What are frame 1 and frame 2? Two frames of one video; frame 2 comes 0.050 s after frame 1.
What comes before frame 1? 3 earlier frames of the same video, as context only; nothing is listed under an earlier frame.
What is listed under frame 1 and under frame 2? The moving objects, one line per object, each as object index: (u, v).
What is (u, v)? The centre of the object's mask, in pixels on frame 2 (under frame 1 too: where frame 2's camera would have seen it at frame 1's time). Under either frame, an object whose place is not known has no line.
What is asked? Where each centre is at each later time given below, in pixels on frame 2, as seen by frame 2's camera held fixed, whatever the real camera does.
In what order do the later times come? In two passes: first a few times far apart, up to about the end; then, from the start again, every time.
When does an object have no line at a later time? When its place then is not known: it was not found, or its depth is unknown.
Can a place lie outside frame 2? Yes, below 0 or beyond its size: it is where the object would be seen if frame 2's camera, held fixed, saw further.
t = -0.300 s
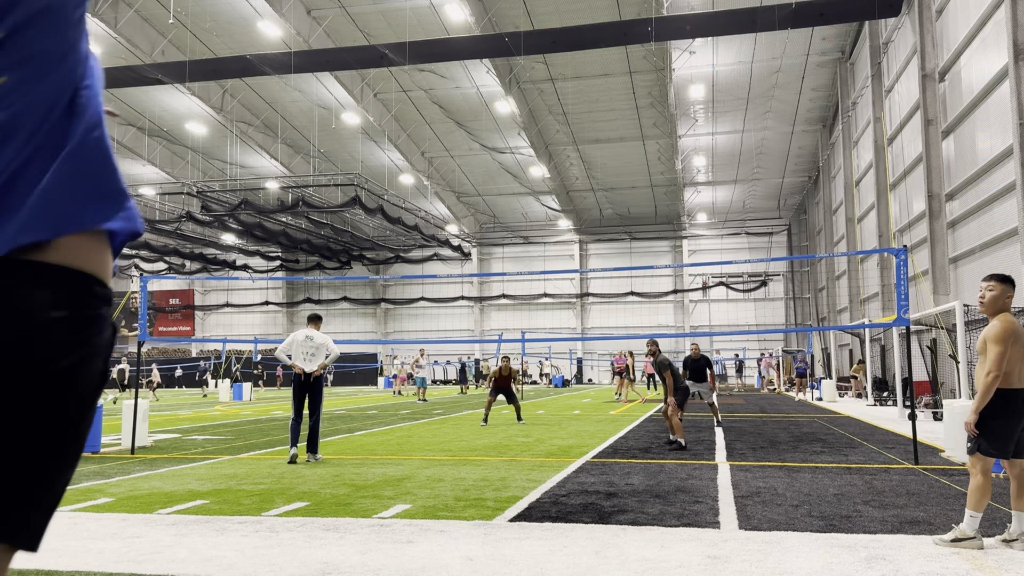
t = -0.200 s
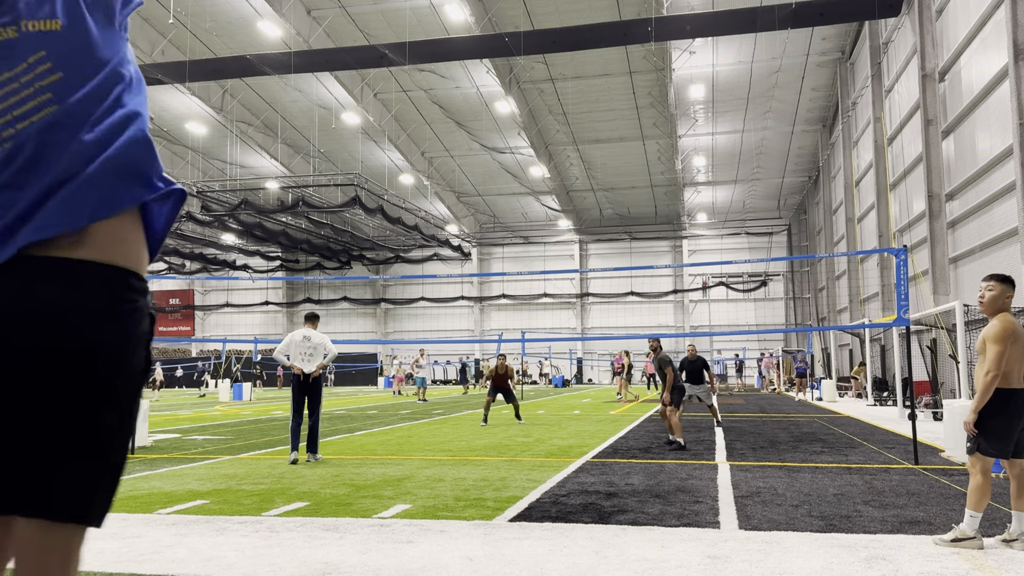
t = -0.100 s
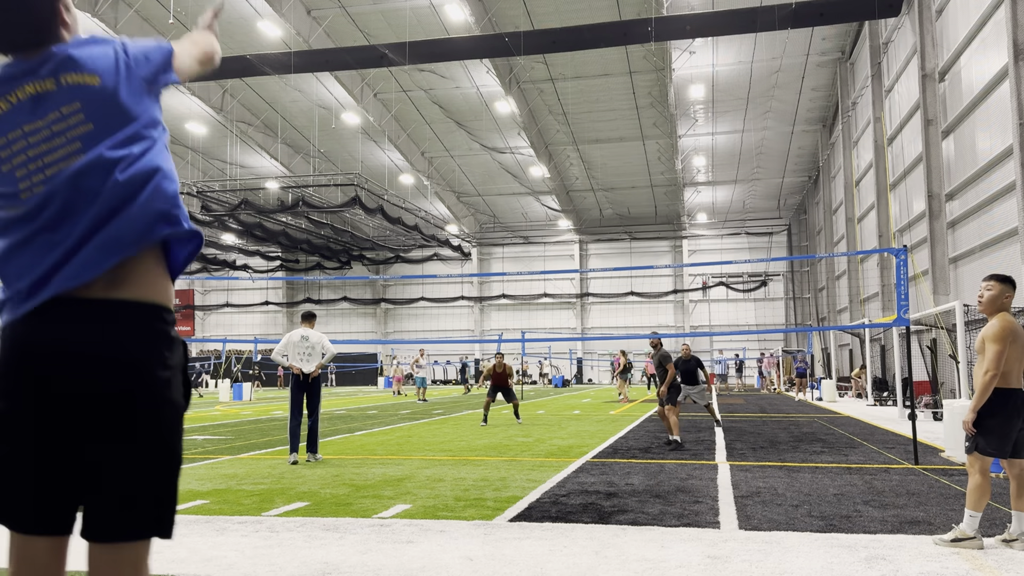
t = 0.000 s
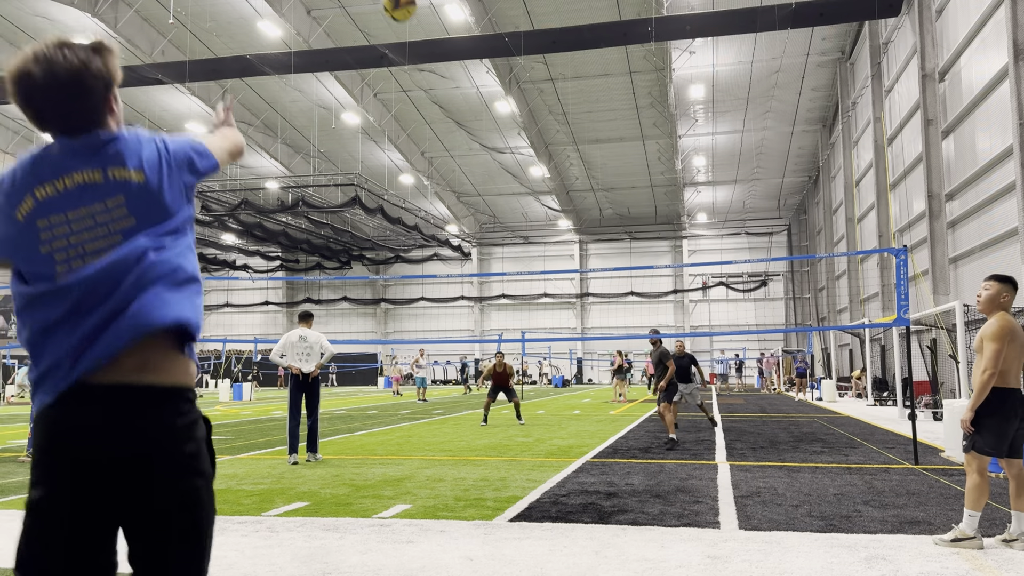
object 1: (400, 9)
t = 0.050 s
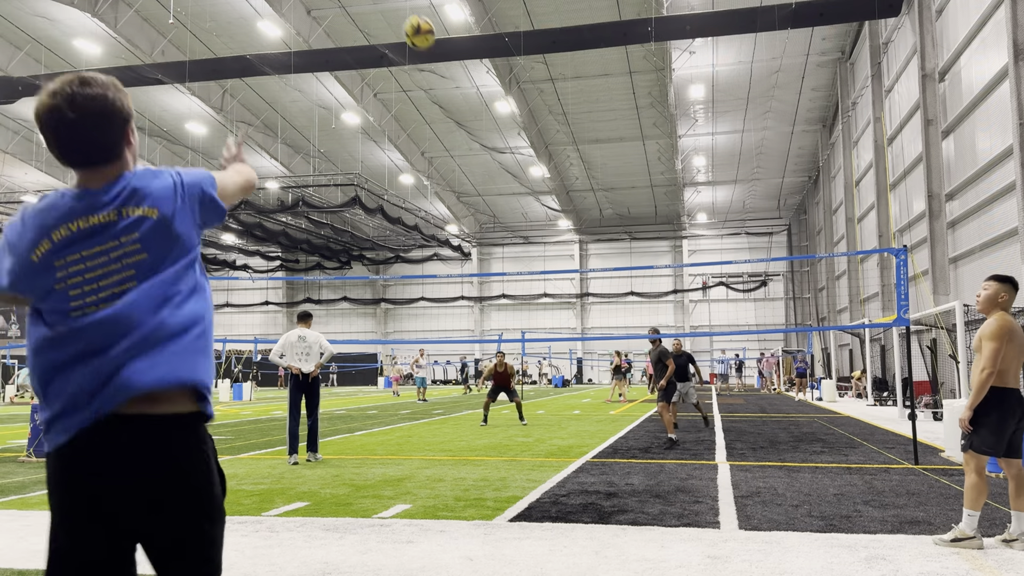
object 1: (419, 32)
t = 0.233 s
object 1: (470, 124)
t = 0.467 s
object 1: (500, 221)
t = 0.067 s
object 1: (425, 42)
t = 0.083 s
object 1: (430, 50)
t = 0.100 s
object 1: (435, 58)
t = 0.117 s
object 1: (441, 67)
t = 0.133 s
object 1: (446, 76)
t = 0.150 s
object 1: (450, 85)
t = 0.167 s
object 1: (455, 93)
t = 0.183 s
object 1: (459, 101)
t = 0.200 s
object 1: (462, 109)
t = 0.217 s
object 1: (466, 116)
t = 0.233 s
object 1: (470, 124)
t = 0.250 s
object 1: (473, 131)
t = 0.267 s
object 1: (476, 139)
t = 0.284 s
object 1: (479, 146)
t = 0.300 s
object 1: (481, 153)
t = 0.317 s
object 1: (484, 161)
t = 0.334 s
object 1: (486, 168)
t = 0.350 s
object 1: (488, 174)
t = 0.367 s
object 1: (490, 181)
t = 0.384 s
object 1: (492, 188)
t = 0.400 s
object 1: (494, 194)
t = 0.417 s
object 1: (496, 201)
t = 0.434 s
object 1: (497, 208)
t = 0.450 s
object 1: (499, 214)
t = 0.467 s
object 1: (500, 221)
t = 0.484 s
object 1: (502, 227)
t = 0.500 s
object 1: (503, 233)
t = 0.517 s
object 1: (504, 239)
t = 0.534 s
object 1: (506, 246)
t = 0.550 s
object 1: (507, 253)
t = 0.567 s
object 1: (508, 259)
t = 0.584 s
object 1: (509, 266)
